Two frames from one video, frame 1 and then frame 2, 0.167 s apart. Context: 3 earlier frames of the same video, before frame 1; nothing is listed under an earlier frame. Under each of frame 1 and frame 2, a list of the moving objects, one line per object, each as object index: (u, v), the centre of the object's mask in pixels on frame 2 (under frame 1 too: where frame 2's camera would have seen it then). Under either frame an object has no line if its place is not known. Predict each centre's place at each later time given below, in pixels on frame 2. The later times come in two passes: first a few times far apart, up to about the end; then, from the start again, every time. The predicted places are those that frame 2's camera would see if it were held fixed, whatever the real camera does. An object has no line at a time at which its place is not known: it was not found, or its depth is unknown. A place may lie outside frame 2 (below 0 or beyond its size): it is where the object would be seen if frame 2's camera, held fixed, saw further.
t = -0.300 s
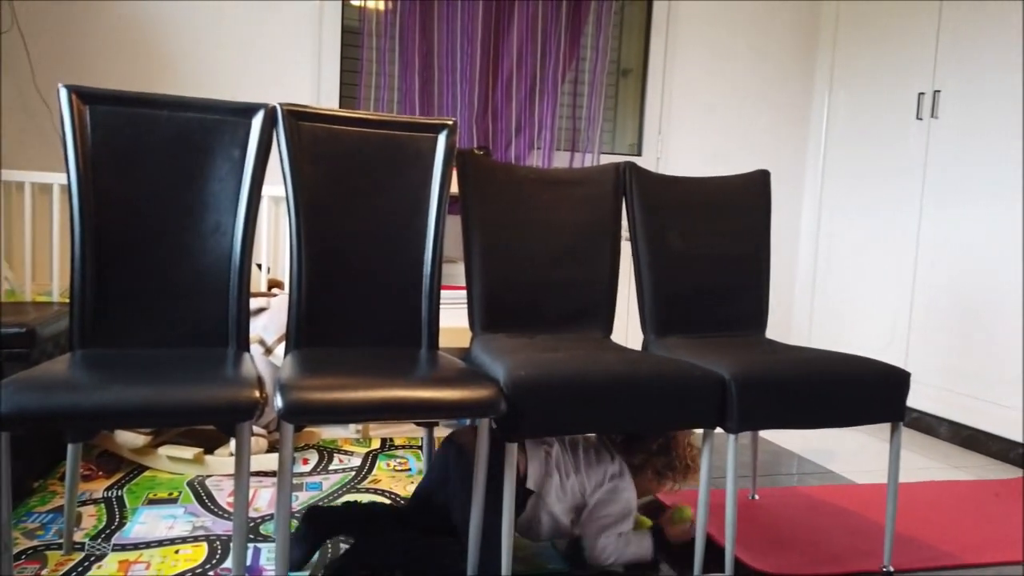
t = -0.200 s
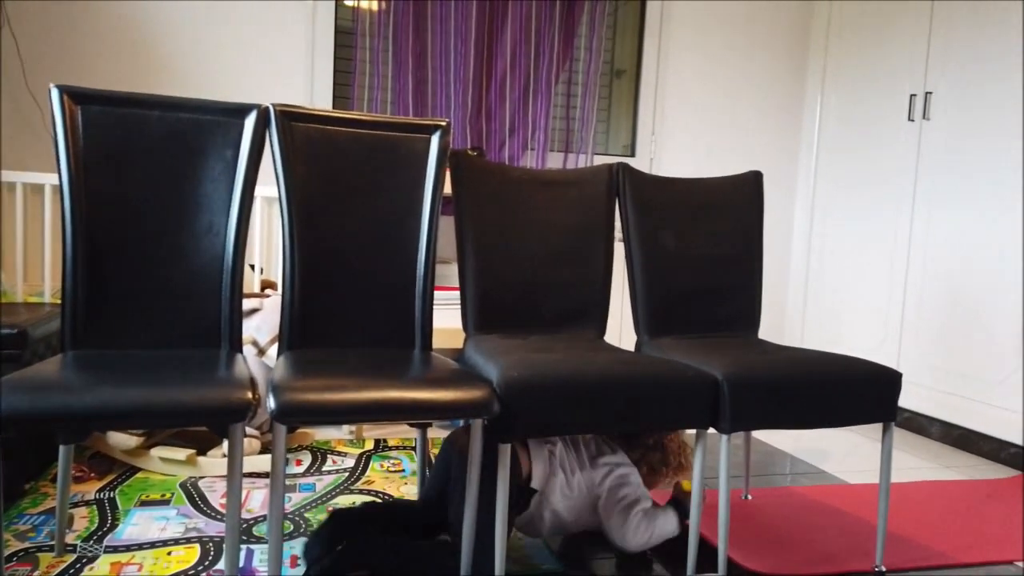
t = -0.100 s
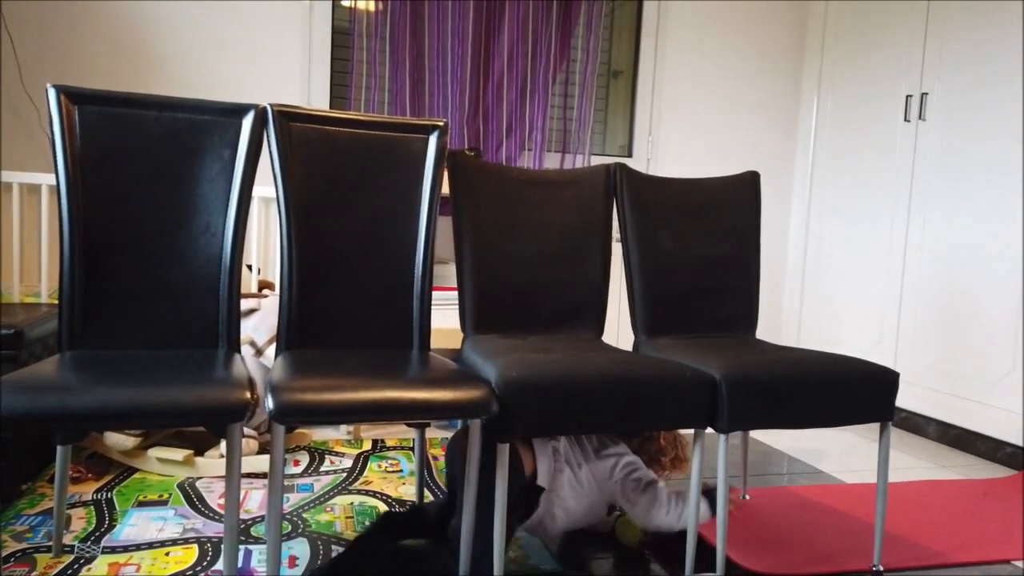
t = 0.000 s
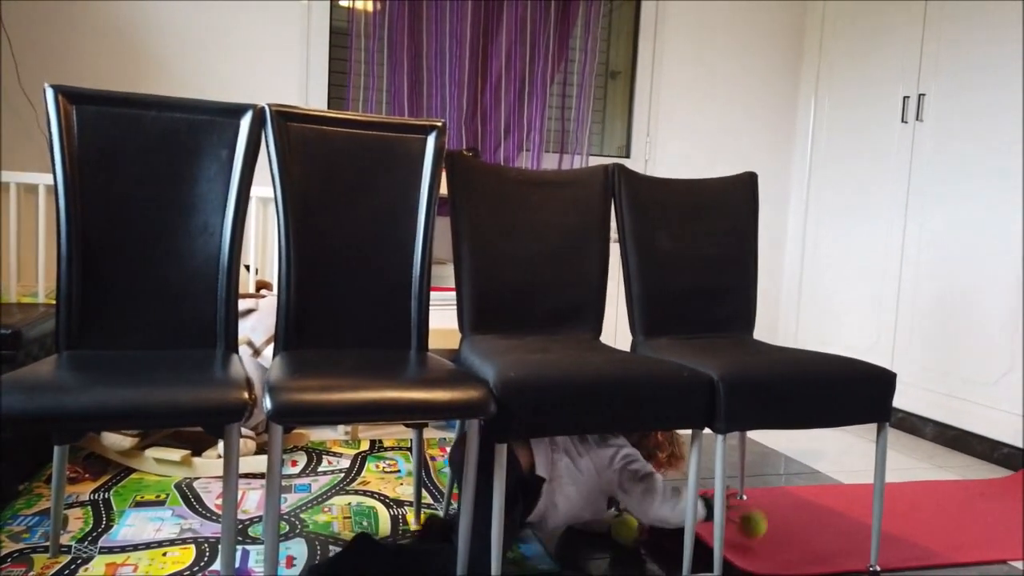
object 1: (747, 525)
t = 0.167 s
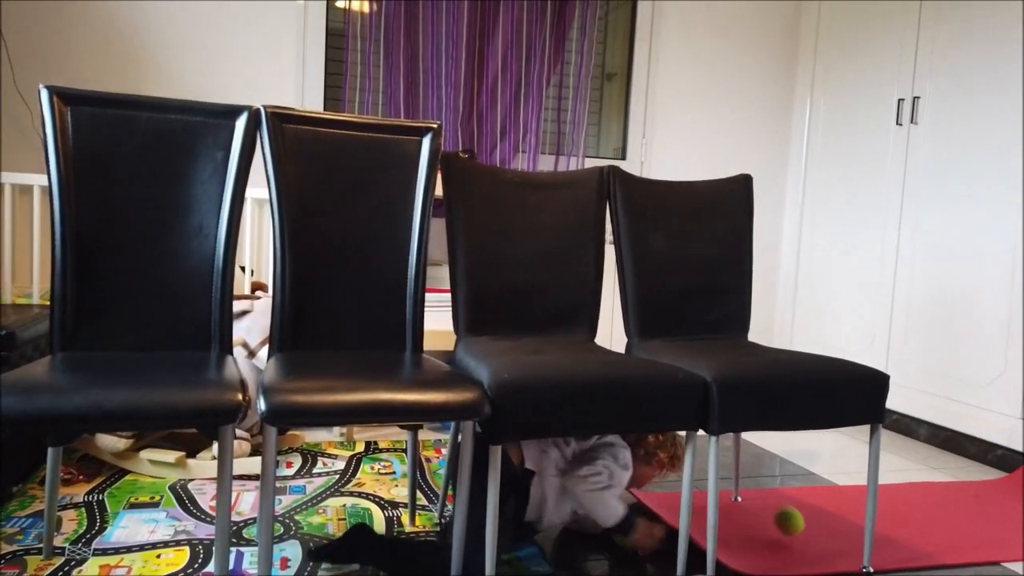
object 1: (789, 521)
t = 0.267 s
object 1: (815, 516)
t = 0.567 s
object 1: (885, 519)
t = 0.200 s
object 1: (797, 527)
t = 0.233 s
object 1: (806, 519)
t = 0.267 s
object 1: (815, 516)
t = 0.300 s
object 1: (822, 518)
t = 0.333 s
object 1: (830, 523)
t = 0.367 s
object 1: (838, 521)
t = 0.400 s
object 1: (846, 518)
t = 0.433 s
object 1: (852, 519)
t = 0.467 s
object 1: (856, 520)
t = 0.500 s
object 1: (860, 518)
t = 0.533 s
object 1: (877, 521)
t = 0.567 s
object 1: (885, 519)
